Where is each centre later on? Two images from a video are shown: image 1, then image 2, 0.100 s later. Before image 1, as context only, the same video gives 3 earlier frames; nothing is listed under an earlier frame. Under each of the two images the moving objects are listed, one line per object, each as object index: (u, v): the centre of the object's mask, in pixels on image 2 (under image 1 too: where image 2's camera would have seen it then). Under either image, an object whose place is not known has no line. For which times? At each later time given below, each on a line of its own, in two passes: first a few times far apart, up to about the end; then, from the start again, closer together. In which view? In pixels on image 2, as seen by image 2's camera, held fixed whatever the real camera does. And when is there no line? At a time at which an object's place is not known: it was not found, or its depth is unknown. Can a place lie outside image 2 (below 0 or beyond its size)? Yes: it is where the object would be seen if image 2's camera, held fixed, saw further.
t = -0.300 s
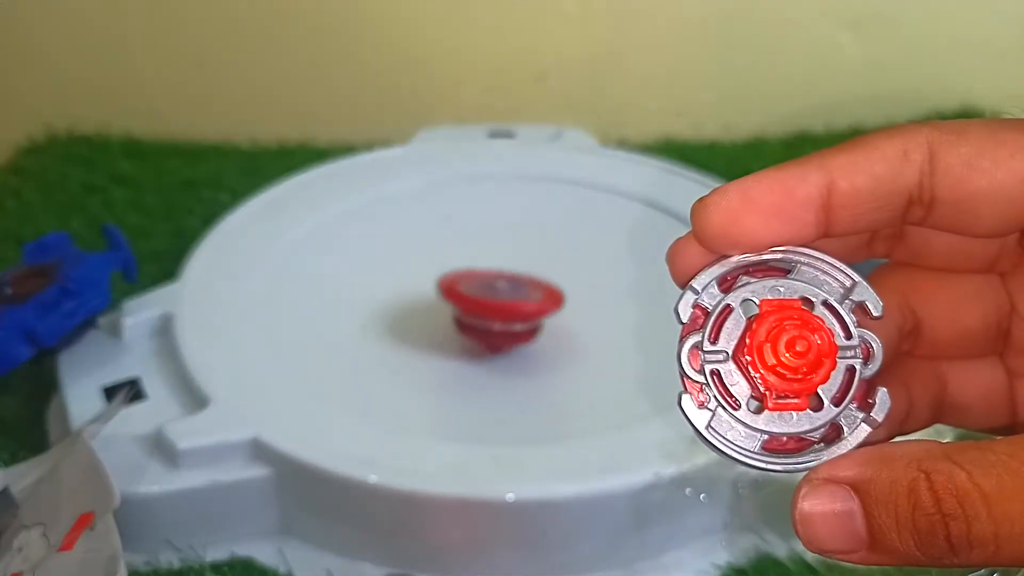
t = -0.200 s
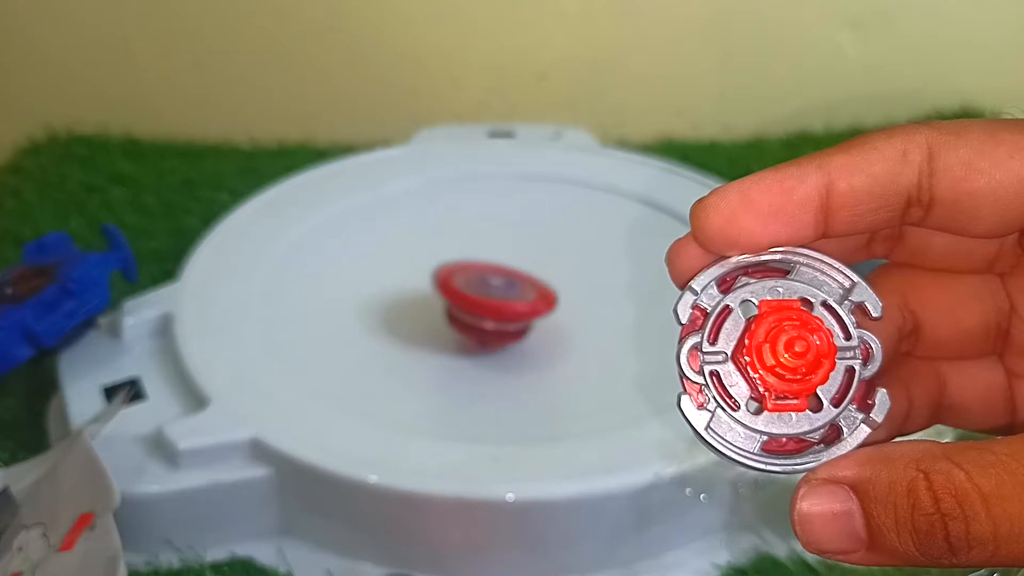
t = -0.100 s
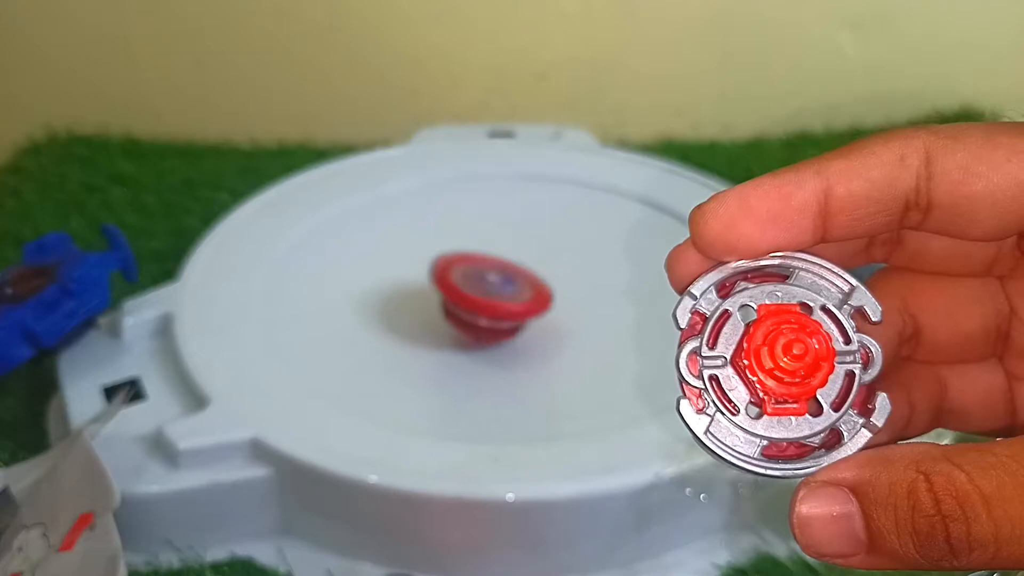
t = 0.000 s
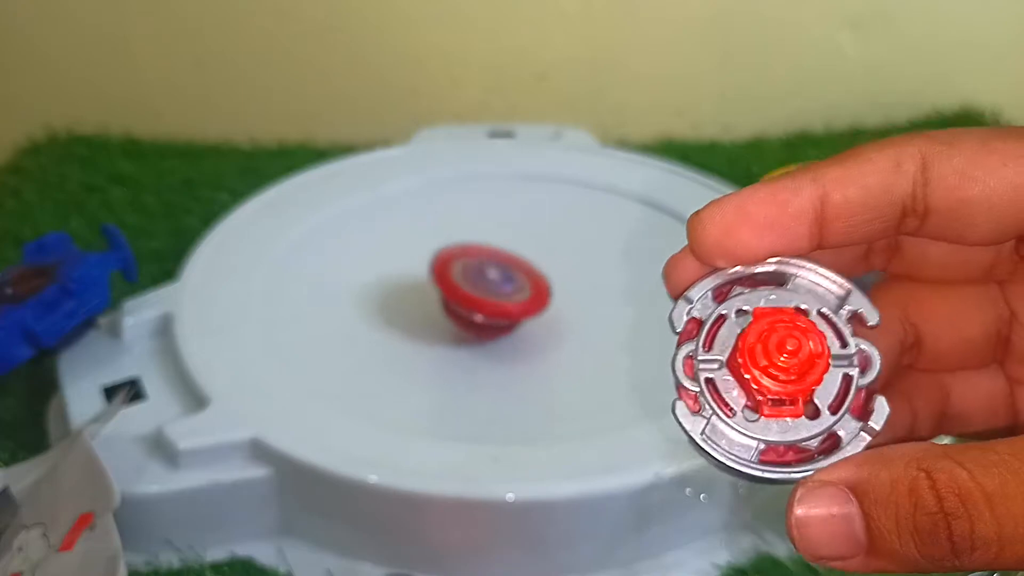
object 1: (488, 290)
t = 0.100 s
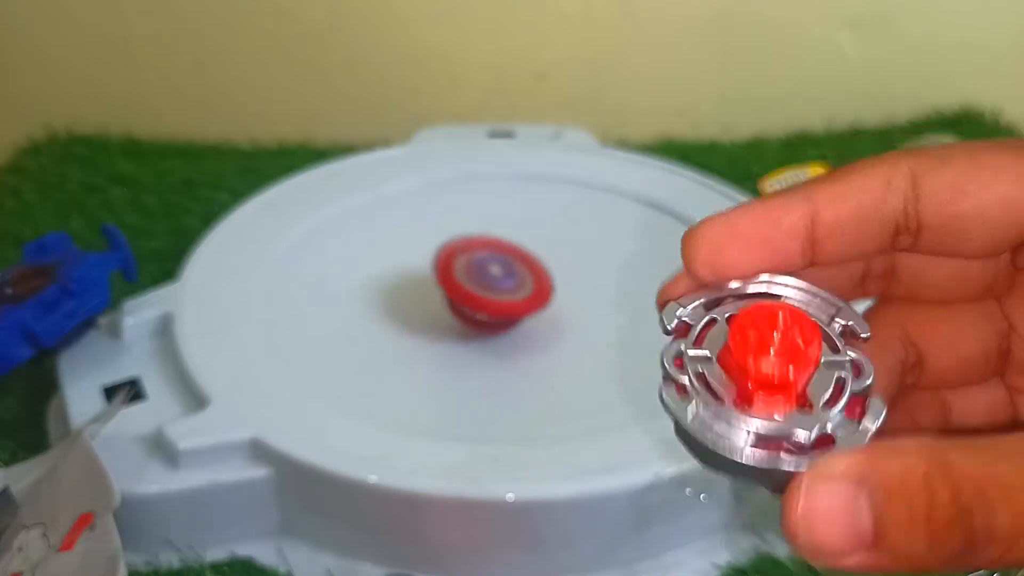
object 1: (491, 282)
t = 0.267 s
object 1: (503, 275)
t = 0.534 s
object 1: (528, 275)
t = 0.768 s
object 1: (541, 286)
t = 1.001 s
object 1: (537, 300)
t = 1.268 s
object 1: (512, 306)
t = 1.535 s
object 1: (493, 296)
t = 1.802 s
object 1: (498, 279)
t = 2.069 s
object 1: (519, 274)
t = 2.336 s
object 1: (536, 284)
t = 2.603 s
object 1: (533, 299)
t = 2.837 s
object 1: (514, 303)
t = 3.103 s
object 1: (497, 294)
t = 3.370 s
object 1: (503, 279)
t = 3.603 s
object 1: (519, 275)
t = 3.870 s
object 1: (533, 284)
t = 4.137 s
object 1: (529, 298)
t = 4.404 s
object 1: (509, 301)
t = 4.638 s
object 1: (499, 292)
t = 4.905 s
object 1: (507, 280)
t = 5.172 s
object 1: (523, 279)
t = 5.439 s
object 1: (530, 291)
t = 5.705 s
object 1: (519, 299)
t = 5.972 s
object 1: (504, 295)
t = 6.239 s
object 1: (504, 284)
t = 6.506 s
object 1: (518, 279)
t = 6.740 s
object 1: (528, 286)
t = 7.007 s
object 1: (524, 296)
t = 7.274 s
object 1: (510, 296)
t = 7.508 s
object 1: (506, 288)
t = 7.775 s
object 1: (515, 280)
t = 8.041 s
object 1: (525, 286)
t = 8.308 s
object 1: (522, 294)
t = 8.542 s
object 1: (512, 295)
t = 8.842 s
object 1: (508, 288)
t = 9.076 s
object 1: (514, 283)
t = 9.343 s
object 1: (523, 287)
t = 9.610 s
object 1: (521, 294)
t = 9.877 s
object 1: (512, 293)
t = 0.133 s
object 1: (493, 281)
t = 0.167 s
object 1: (495, 278)
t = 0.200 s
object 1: (498, 277)
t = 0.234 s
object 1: (500, 276)
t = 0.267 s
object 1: (503, 275)
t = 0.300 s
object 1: (506, 274)
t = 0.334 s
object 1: (509, 273)
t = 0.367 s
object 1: (512, 273)
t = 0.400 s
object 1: (515, 273)
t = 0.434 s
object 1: (518, 273)
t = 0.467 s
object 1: (521, 274)
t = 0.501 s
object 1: (525, 274)
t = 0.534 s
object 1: (528, 275)
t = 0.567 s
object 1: (530, 276)
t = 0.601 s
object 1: (533, 277)
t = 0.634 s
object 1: (535, 279)
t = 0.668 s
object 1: (537, 280)
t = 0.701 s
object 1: (539, 282)
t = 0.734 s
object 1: (540, 284)
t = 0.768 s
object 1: (541, 286)
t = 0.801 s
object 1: (541, 288)
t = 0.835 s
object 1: (541, 290)
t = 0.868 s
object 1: (541, 292)
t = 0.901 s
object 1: (541, 294)
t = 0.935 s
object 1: (540, 296)
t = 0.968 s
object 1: (539, 298)
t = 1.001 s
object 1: (537, 300)
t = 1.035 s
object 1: (535, 301)
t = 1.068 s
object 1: (532, 303)
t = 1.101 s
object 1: (529, 304)
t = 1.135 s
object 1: (526, 305)
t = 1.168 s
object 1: (523, 306)
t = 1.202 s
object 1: (519, 306)
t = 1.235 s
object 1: (516, 306)
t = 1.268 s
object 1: (512, 306)
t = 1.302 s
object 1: (509, 305)
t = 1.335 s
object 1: (506, 305)
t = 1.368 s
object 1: (503, 304)
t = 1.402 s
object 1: (500, 303)
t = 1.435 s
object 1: (498, 301)
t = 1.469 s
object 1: (496, 300)
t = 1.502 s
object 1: (494, 297)
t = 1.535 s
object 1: (493, 296)
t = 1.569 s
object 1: (493, 294)
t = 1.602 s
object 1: (492, 291)
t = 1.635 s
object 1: (492, 289)
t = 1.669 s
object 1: (492, 287)
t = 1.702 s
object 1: (494, 285)
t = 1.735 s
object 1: (494, 283)
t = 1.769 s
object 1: (496, 281)
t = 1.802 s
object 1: (498, 279)
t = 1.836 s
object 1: (500, 278)
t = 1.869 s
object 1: (503, 277)
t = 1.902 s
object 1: (505, 275)
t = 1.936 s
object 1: (507, 274)
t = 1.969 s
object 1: (510, 274)
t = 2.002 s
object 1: (513, 274)
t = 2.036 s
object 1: (516, 273)
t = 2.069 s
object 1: (519, 274)
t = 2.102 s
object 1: (521, 274)
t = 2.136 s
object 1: (524, 275)
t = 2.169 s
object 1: (526, 276)
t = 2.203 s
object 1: (529, 277)
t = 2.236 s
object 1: (531, 279)
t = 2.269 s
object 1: (533, 281)
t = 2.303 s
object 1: (535, 282)
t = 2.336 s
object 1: (536, 284)
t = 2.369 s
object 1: (537, 286)
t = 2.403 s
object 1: (537, 288)
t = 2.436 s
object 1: (538, 290)
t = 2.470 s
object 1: (538, 291)
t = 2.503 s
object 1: (537, 293)
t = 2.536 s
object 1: (536, 295)
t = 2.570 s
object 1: (534, 297)
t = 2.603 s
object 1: (533, 299)
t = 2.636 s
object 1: (530, 300)
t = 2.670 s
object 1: (528, 301)
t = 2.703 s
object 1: (525, 302)
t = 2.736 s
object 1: (522, 303)
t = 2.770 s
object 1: (519, 303)
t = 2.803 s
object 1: (516, 303)
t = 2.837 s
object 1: (514, 303)
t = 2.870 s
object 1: (511, 303)
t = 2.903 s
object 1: (508, 302)
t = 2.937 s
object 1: (505, 301)
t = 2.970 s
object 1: (502, 300)
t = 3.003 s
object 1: (501, 299)
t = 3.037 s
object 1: (499, 297)
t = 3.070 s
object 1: (498, 296)
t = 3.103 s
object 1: (497, 294)
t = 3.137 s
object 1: (496, 293)
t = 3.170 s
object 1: (496, 291)
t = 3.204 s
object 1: (496, 289)
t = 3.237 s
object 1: (497, 287)
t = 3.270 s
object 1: (497, 285)
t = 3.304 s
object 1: (499, 283)
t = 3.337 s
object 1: (501, 281)
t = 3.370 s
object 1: (503, 279)
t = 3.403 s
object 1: (505, 277)
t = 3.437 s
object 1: (507, 277)
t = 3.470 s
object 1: (510, 276)
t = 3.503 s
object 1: (512, 275)
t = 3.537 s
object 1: (514, 275)
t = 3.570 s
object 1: (517, 274)
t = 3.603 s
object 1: (519, 275)
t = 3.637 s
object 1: (521, 275)
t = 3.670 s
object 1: (524, 276)
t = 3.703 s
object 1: (526, 277)
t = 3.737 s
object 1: (527, 278)
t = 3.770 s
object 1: (529, 279)
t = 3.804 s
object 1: (531, 281)
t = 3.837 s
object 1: (532, 283)
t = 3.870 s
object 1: (533, 284)
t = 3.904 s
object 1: (534, 286)
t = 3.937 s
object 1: (534, 288)
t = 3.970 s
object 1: (535, 289)
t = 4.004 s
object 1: (535, 291)
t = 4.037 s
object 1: (533, 293)
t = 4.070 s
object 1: (532, 295)
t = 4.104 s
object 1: (531, 296)
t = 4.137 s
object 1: (529, 298)
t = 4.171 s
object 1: (527, 300)
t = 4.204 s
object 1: (525, 300)
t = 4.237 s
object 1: (522, 301)
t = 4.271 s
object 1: (519, 301)
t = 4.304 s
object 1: (517, 301)
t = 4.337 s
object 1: (514, 301)
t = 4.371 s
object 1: (511, 301)
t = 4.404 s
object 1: (509, 301)
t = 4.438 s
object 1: (506, 300)
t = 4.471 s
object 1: (504, 299)
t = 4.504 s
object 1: (503, 298)
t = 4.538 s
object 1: (501, 297)
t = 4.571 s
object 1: (500, 295)
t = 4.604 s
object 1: (500, 294)
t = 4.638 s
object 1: (499, 292)
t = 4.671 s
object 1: (498, 290)
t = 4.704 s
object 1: (499, 289)
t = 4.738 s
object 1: (499, 287)
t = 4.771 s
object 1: (501, 285)
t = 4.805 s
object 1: (502, 284)
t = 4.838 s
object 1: (504, 282)
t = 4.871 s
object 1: (505, 281)
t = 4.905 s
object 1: (507, 280)
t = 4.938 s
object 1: (509, 279)
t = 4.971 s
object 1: (511, 279)
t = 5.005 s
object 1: (513, 278)
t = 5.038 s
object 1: (515, 278)
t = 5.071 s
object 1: (517, 278)
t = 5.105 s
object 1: (519, 278)
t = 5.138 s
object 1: (521, 279)
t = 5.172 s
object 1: (523, 279)
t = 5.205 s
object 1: (524, 281)
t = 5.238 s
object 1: (526, 282)
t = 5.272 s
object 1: (528, 283)
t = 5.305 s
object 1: (529, 285)
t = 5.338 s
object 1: (530, 286)
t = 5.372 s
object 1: (530, 288)
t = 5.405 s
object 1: (530, 289)
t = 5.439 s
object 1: (530, 291)
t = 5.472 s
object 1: (529, 293)
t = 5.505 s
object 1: (529, 294)
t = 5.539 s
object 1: (528, 295)
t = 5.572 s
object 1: (526, 296)
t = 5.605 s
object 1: (525, 297)
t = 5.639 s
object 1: (523, 298)
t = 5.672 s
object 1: (521, 299)
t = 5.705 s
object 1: (519, 299)
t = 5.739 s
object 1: (516, 299)
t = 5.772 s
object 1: (514, 300)
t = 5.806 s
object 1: (512, 299)
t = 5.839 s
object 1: (510, 299)
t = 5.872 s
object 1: (508, 298)
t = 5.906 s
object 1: (506, 297)
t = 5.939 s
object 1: (505, 296)
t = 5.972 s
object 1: (504, 295)
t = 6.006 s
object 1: (503, 293)
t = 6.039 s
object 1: (502, 292)
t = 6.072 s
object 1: (502, 290)
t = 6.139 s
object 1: (502, 289)
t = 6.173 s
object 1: (502, 288)
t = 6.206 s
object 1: (503, 286)
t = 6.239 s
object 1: (504, 284)
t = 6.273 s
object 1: (506, 283)
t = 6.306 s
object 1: (507, 282)
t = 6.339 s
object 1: (509, 281)
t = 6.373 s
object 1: (511, 281)
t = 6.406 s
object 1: (512, 280)
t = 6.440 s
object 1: (514, 280)
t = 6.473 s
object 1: (516, 279)
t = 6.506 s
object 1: (518, 279)
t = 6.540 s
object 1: (520, 279)
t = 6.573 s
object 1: (521, 280)
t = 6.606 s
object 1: (523, 281)
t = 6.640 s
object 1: (524, 282)
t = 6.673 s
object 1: (526, 283)
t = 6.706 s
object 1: (527, 284)
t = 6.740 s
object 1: (528, 286)
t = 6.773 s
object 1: (528, 287)
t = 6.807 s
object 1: (528, 288)
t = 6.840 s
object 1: (529, 289)
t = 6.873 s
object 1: (528, 291)
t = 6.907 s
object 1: (527, 292)
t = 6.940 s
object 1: (526, 294)
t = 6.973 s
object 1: (526, 295)
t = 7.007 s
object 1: (524, 296)
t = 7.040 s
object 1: (522, 296)
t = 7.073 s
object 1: (520, 297)
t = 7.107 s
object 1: (519, 298)
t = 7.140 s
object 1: (517, 297)
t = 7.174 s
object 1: (515, 297)
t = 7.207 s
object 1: (513, 297)
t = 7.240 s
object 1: (511, 296)
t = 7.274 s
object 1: (510, 296)
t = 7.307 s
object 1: (509, 295)
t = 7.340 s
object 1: (507, 294)
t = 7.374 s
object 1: (507, 293)
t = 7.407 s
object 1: (506, 292)
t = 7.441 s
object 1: (505, 292)
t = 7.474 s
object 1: (505, 290)
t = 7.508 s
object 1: (506, 288)
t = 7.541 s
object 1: (506, 286)
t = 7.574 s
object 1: (508, 284)
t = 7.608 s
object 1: (508, 283)
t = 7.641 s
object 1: (510, 283)
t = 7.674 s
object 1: (511, 281)
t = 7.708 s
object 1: (512, 281)
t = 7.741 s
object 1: (514, 280)
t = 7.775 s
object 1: (515, 280)
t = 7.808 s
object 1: (517, 280)
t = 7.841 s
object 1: (518, 281)
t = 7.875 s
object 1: (520, 281)
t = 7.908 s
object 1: (521, 282)
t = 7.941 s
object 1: (523, 282)
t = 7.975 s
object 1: (523, 284)
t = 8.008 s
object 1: (524, 285)
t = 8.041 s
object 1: (525, 286)
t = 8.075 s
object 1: (526, 287)
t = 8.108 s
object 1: (526, 288)
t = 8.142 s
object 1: (526, 289)
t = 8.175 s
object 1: (525, 290)
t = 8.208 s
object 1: (525, 292)
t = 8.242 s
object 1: (524, 293)
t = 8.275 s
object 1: (523, 294)
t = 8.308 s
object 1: (522, 294)
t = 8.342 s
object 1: (521, 295)
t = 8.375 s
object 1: (519, 296)
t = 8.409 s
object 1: (517, 296)
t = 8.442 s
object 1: (516, 296)
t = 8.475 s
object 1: (514, 296)
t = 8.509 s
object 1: (513, 296)
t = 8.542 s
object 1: (512, 295)
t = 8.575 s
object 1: (510, 295)
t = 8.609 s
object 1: (510, 294)
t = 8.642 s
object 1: (509, 293)
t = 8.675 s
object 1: (508, 292)
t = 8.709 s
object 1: (508, 291)
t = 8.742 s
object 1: (507, 290)
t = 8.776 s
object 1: (508, 288)
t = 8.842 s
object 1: (508, 288)
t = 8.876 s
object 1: (508, 287)
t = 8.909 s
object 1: (509, 286)
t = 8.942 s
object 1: (510, 284)
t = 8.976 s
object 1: (511, 283)
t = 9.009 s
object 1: (513, 283)
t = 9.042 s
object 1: (513, 282)
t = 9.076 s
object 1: (514, 283)
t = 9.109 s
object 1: (516, 282)
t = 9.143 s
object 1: (517, 282)
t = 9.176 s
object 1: (518, 282)
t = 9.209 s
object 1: (519, 283)
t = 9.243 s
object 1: (520, 284)
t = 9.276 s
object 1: (521, 285)
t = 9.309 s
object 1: (522, 285)
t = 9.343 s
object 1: (523, 287)
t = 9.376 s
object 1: (523, 287)
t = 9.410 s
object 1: (523, 289)
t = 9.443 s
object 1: (523, 290)
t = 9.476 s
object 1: (523, 290)
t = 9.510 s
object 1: (523, 291)
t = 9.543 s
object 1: (522, 292)
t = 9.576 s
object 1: (522, 294)
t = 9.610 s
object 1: (521, 294)
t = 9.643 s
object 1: (520, 294)
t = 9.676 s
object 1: (519, 295)
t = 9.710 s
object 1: (517, 295)
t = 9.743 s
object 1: (516, 295)
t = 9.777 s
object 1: (515, 295)
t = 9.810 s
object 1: (514, 294)
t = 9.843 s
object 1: (513, 294)
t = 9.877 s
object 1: (512, 293)
